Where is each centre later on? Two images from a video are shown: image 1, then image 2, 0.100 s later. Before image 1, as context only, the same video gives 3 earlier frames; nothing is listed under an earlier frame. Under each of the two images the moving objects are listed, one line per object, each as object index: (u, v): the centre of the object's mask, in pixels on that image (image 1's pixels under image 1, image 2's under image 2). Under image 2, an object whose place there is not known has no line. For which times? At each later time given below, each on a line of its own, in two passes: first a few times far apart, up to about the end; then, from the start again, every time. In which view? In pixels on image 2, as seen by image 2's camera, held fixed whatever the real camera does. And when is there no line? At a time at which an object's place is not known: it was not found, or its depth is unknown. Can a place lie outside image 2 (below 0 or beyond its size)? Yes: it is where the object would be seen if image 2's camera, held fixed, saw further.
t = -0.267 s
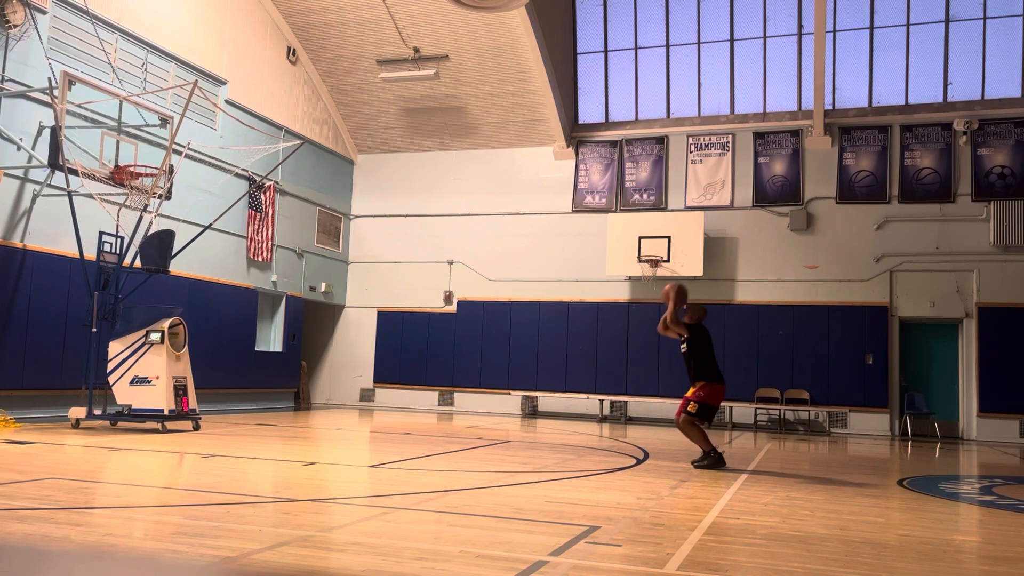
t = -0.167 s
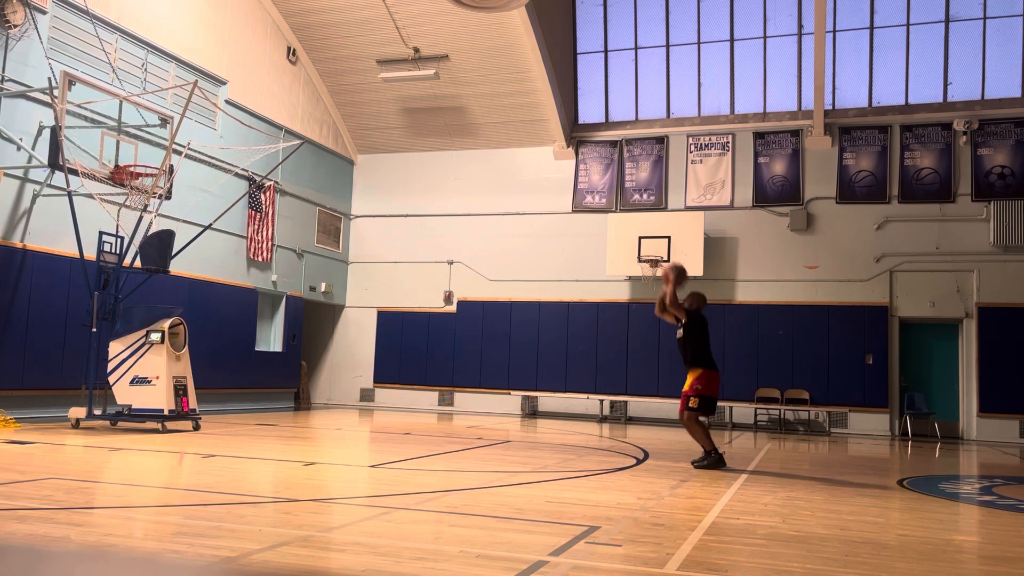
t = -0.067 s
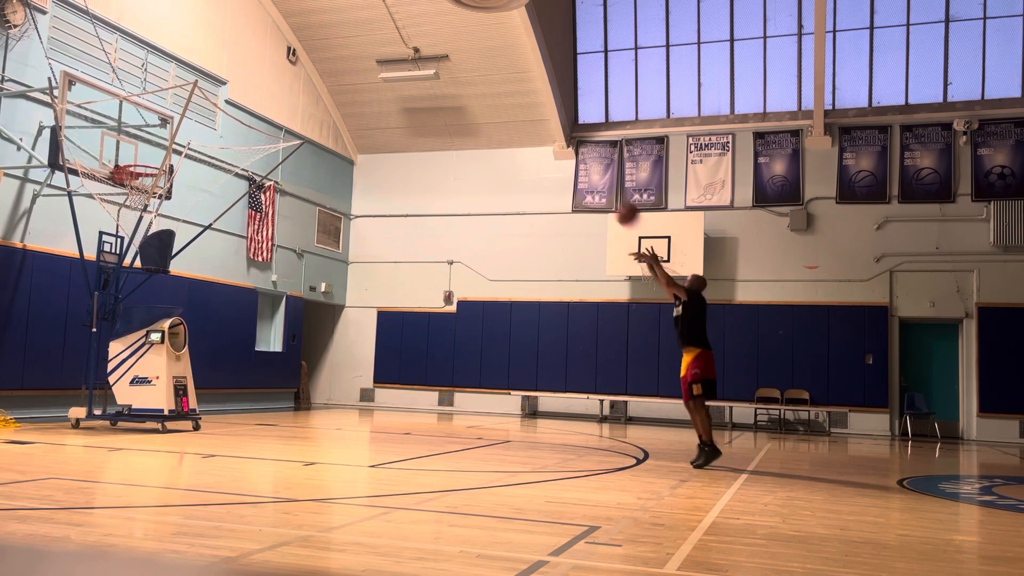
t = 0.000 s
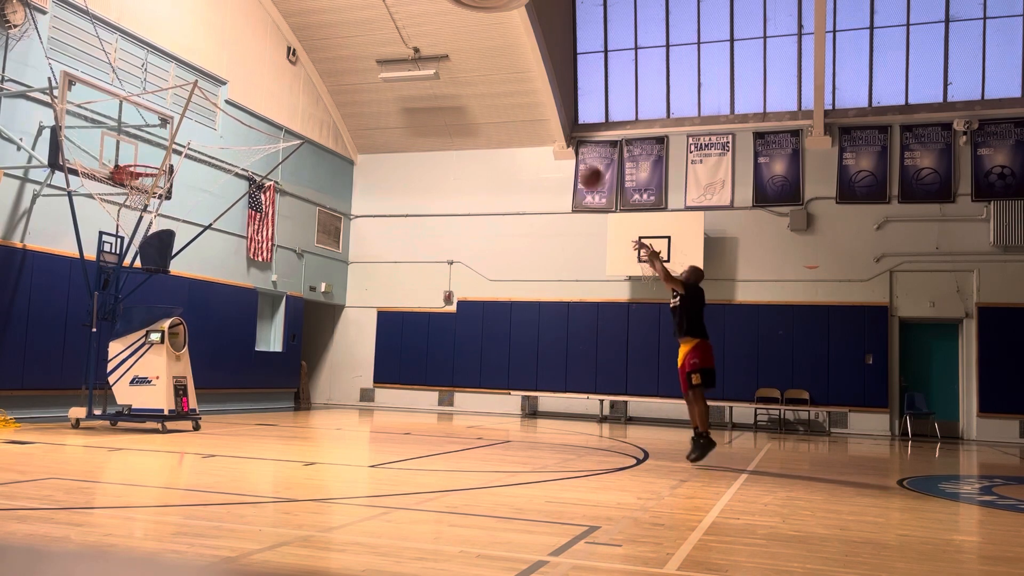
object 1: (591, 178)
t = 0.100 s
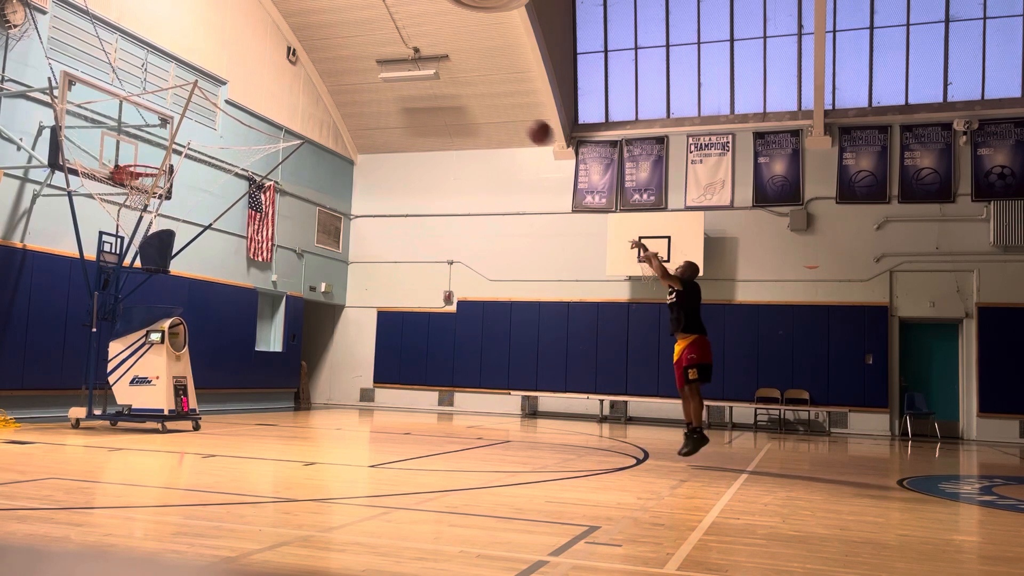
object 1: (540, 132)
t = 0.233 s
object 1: (474, 90)
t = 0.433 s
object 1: (384, 59)
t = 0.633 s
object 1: (299, 65)
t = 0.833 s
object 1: (220, 103)
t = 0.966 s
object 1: (164, 143)
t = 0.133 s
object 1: (523, 120)
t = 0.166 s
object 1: (506, 109)
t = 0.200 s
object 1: (490, 99)
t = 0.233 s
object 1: (474, 90)
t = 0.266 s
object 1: (459, 82)
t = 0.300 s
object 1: (443, 75)
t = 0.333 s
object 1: (428, 70)
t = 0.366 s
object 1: (413, 66)
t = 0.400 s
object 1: (399, 62)
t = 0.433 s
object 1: (384, 59)
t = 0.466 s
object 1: (369, 58)
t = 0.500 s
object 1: (355, 58)
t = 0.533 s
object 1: (341, 58)
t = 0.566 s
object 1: (327, 59)
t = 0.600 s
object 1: (313, 62)
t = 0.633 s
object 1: (299, 65)
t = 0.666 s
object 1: (286, 69)
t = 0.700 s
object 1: (273, 75)
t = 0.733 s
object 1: (259, 80)
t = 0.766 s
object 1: (246, 87)
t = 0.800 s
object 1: (232, 95)
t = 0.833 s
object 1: (220, 103)
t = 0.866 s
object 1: (207, 112)
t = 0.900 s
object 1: (194, 121)
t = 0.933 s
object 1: (181, 133)
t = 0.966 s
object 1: (164, 143)
